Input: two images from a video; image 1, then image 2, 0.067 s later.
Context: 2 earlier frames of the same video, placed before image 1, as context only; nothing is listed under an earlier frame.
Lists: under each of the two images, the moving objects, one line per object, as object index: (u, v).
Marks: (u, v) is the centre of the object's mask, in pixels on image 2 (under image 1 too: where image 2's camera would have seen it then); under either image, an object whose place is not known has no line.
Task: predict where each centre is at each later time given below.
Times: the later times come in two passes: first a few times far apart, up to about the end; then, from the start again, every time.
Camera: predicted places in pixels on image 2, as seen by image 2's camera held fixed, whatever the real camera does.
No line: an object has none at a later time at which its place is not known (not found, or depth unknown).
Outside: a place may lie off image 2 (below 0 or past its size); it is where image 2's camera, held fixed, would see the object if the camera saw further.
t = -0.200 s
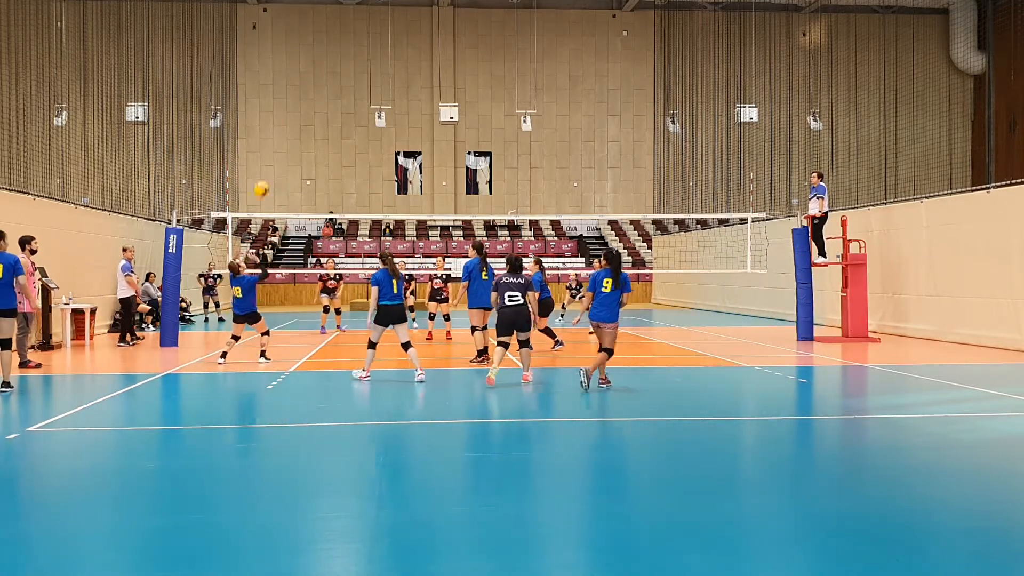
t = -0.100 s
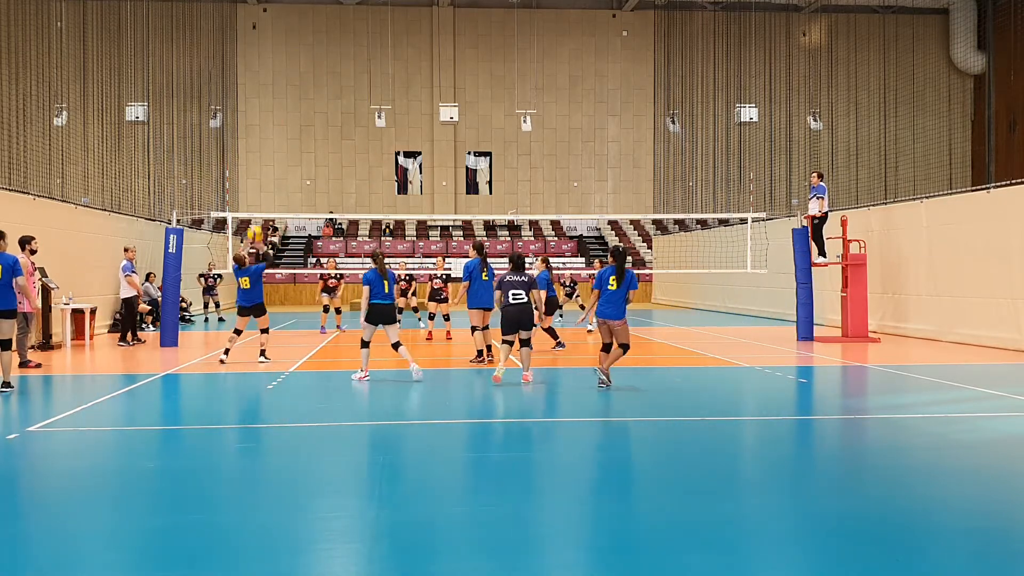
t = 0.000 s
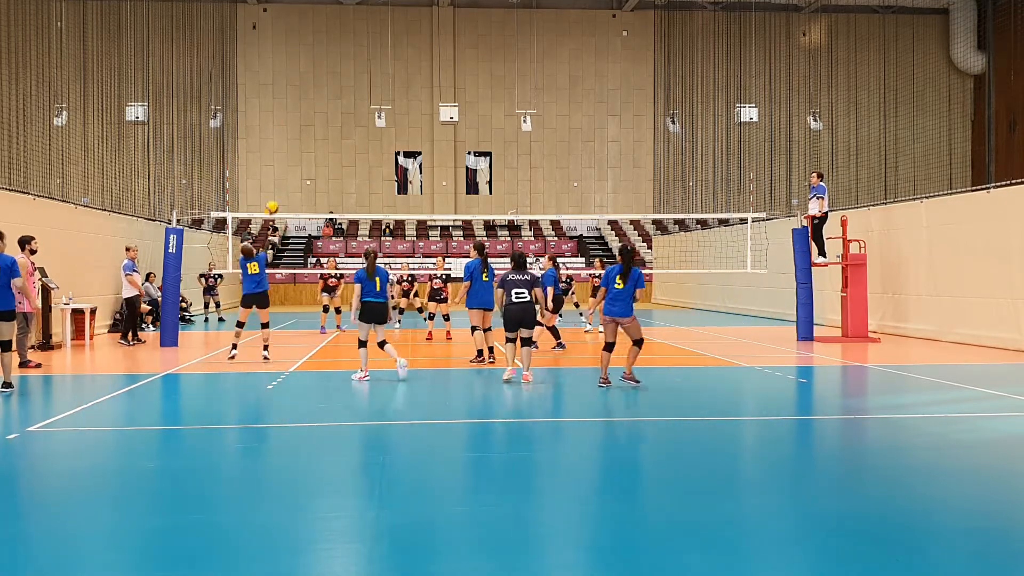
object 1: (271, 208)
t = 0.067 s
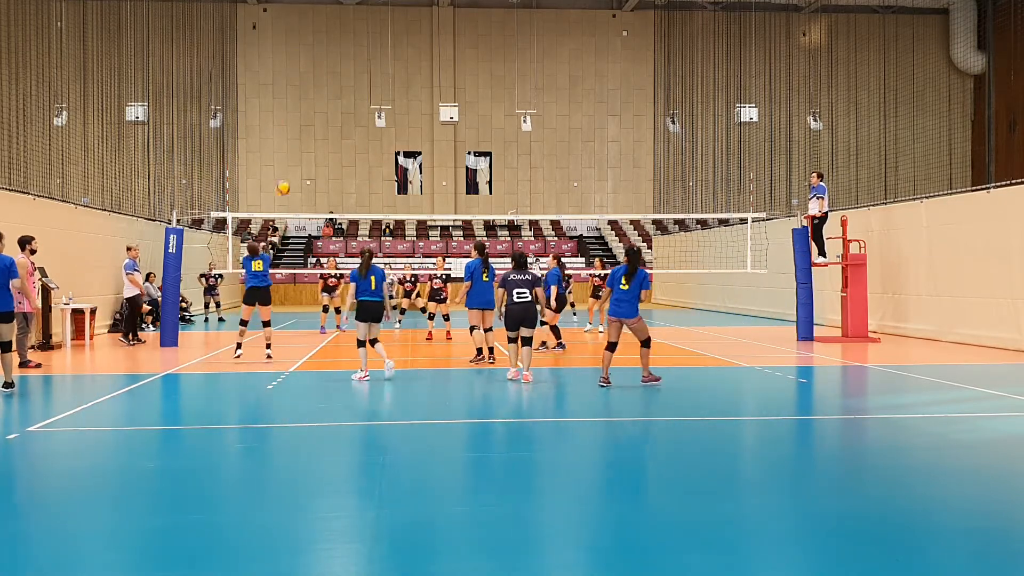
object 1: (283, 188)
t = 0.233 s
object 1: (308, 154)
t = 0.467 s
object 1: (335, 140)
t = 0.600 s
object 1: (348, 147)
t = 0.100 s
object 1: (288, 179)
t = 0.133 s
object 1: (294, 172)
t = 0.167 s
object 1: (299, 164)
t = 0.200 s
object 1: (303, 159)
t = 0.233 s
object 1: (308, 154)
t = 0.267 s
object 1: (312, 151)
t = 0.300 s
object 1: (317, 147)
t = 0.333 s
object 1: (321, 144)
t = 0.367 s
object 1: (325, 142)
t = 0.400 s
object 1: (329, 141)
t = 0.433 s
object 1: (332, 141)
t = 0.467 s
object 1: (335, 140)
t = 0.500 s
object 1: (339, 141)
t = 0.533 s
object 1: (342, 143)
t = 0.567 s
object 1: (345, 144)
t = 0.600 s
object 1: (348, 147)
